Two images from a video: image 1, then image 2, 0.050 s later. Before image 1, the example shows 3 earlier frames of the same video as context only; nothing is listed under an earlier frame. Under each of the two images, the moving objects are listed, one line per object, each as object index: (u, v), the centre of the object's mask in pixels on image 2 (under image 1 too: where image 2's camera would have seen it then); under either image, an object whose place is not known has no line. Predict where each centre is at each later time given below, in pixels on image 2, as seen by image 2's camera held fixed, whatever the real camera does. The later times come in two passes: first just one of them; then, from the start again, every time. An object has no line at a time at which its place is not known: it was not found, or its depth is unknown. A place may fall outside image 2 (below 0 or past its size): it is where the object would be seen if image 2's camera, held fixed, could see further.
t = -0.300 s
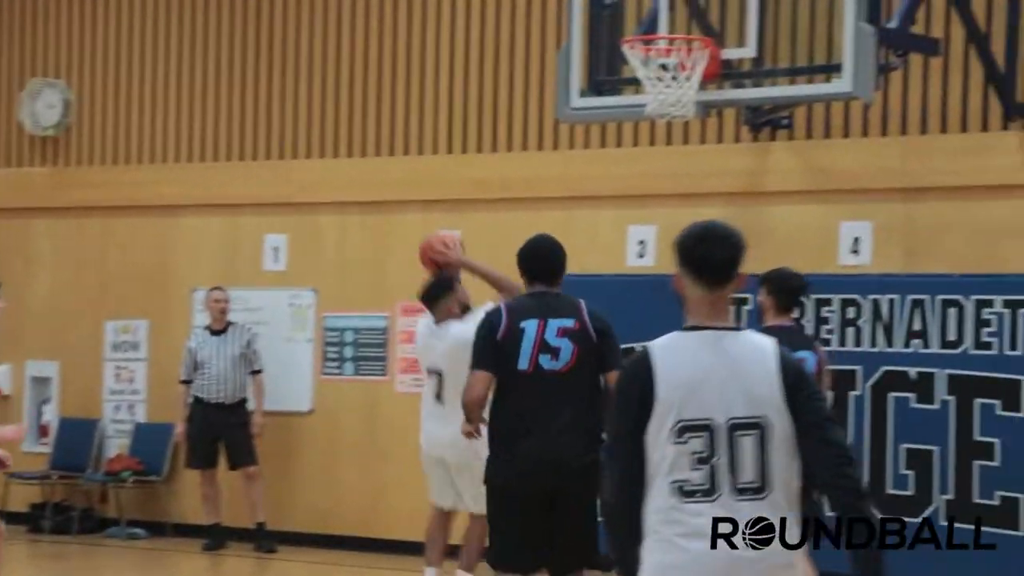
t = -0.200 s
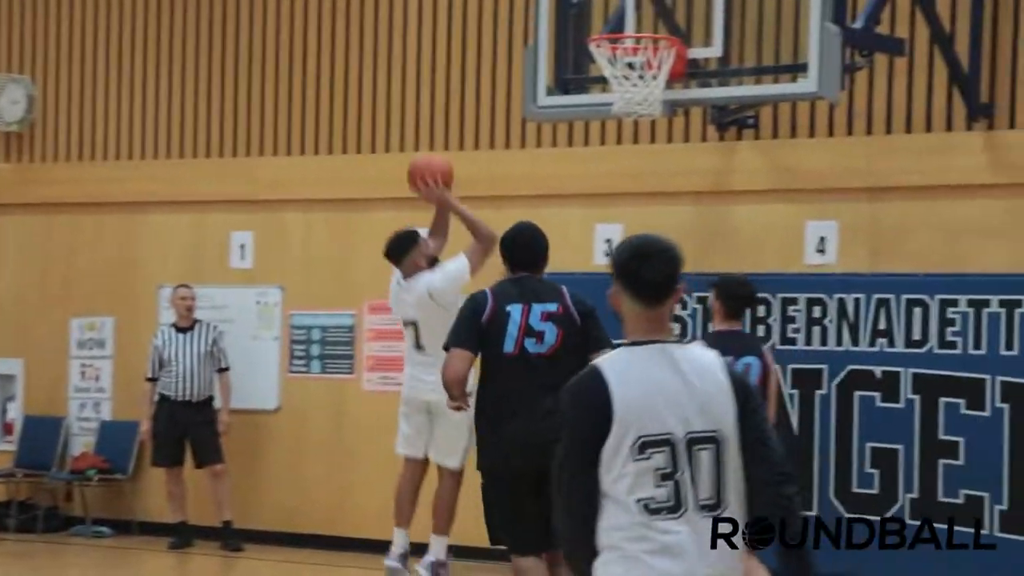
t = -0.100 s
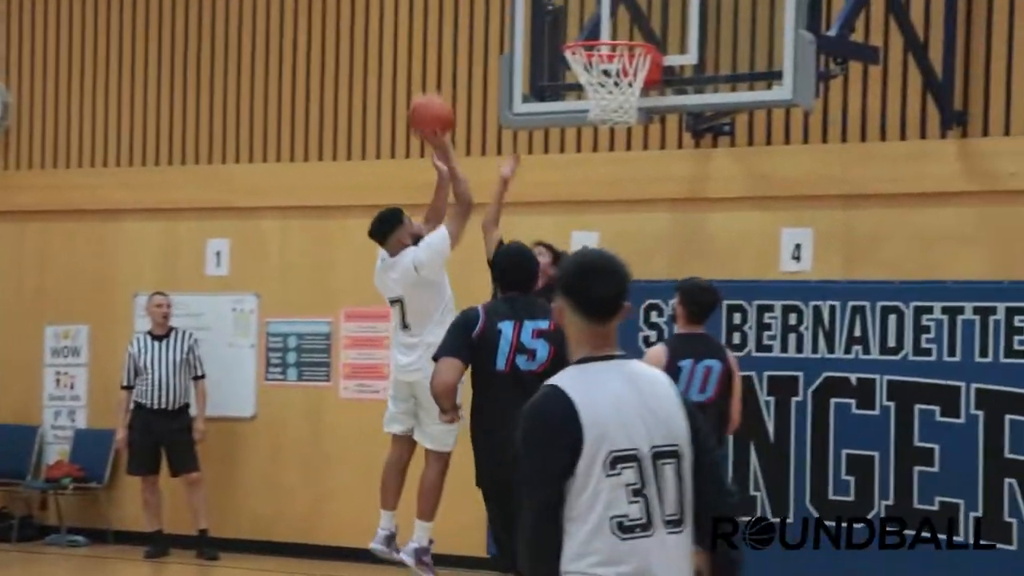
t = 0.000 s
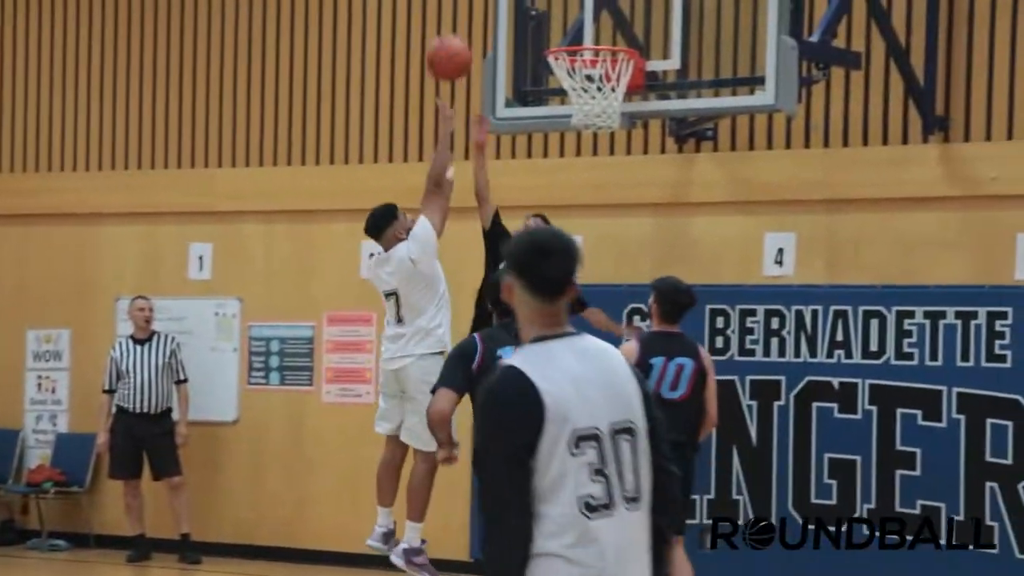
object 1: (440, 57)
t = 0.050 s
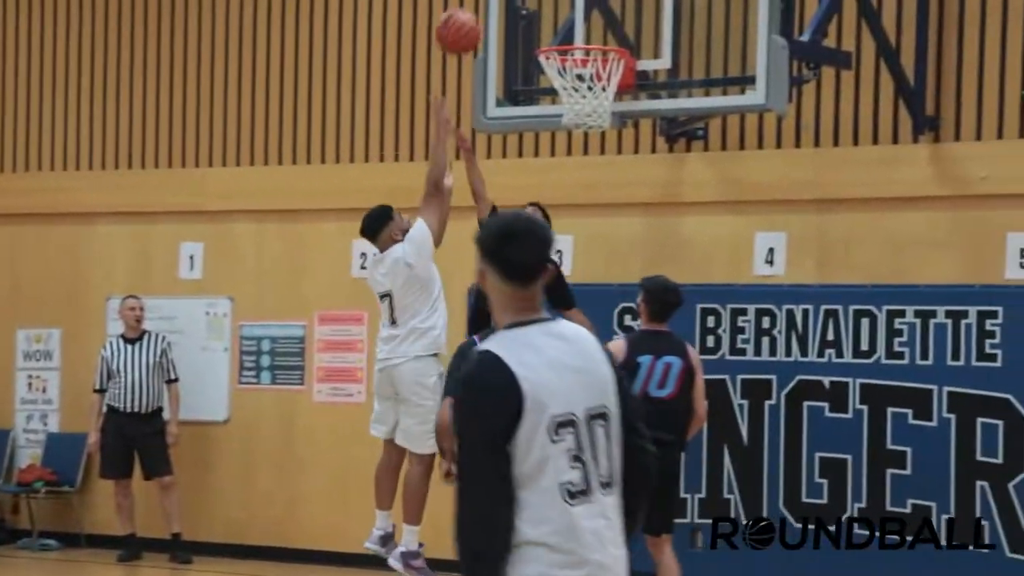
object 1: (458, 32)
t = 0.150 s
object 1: (494, 6)
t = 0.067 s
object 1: (464, 24)
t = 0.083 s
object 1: (470, 19)
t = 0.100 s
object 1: (475, 15)
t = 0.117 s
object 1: (482, 12)
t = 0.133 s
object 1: (489, 9)
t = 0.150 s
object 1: (494, 6)
